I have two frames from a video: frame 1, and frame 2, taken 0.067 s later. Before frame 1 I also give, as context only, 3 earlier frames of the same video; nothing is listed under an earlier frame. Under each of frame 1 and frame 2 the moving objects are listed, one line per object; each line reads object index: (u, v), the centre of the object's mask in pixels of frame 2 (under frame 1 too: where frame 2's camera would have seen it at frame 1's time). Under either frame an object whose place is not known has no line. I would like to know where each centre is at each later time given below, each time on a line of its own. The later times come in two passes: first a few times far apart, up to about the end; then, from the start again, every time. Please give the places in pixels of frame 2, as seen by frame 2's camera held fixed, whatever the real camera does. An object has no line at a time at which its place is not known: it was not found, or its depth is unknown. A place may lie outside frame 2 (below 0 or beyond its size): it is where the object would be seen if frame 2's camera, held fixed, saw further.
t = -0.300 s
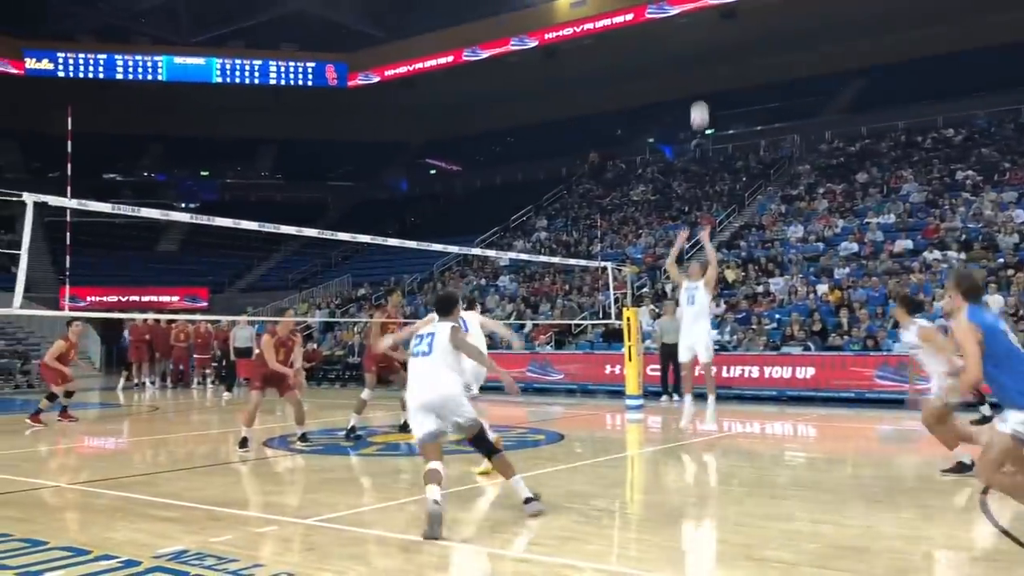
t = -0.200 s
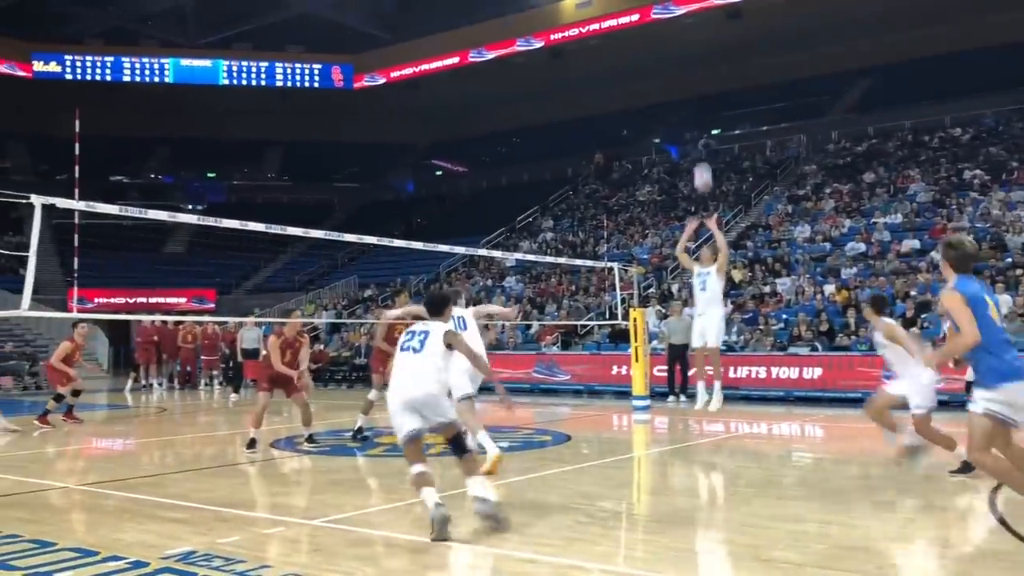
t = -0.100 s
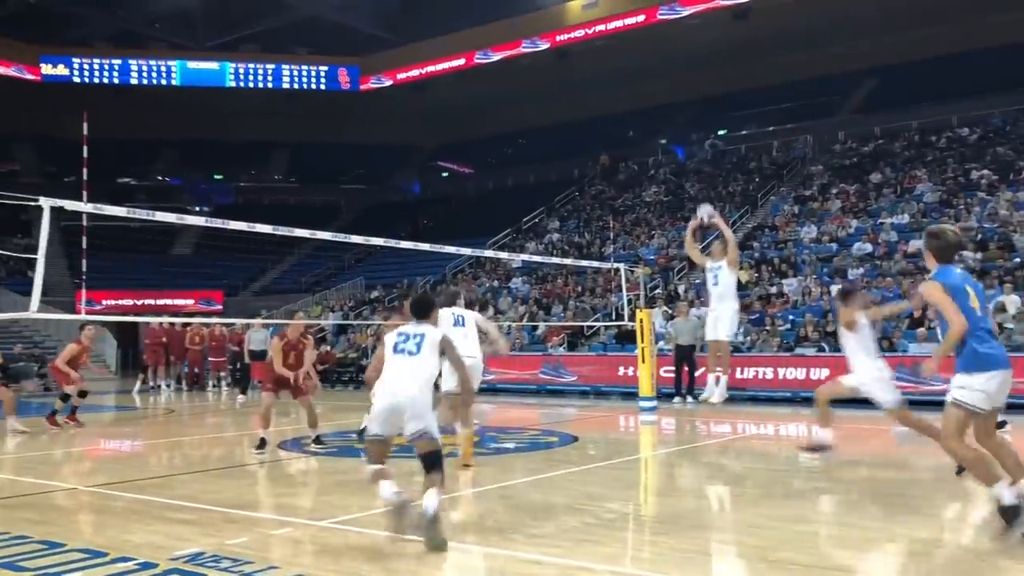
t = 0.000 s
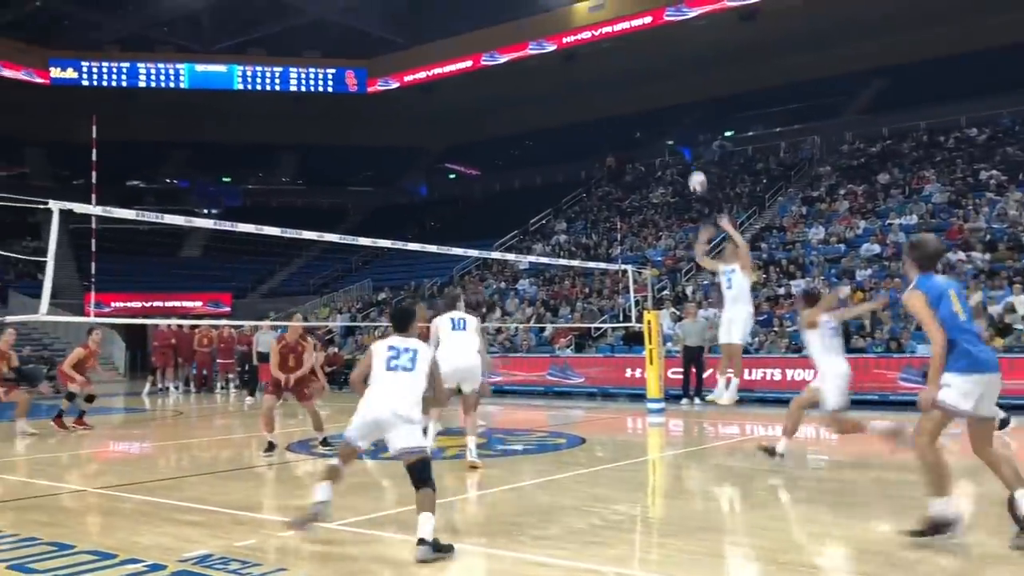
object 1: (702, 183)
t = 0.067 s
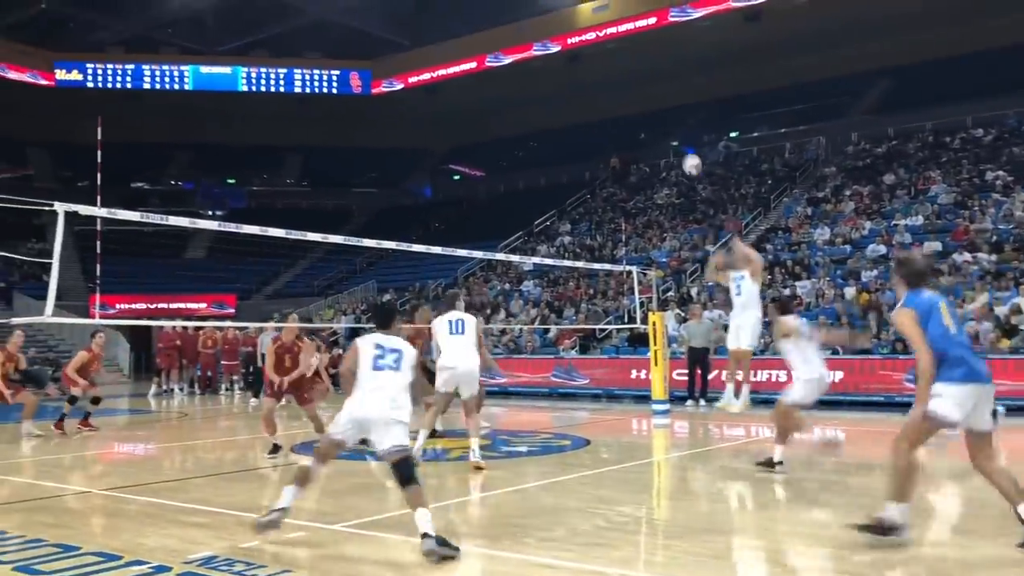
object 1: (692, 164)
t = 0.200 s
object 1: (671, 139)
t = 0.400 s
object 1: (640, 128)
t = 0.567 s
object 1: (614, 146)
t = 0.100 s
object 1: (686, 157)
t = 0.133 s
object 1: (681, 150)
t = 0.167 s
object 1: (676, 144)
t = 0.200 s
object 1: (671, 139)
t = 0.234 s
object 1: (666, 135)
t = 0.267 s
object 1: (661, 132)
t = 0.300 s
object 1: (655, 129)
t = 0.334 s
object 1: (650, 128)
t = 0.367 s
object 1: (645, 127)
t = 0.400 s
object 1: (640, 128)
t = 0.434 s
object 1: (635, 130)
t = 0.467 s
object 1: (629, 132)
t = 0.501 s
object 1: (624, 135)
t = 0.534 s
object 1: (619, 140)
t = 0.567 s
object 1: (614, 146)
